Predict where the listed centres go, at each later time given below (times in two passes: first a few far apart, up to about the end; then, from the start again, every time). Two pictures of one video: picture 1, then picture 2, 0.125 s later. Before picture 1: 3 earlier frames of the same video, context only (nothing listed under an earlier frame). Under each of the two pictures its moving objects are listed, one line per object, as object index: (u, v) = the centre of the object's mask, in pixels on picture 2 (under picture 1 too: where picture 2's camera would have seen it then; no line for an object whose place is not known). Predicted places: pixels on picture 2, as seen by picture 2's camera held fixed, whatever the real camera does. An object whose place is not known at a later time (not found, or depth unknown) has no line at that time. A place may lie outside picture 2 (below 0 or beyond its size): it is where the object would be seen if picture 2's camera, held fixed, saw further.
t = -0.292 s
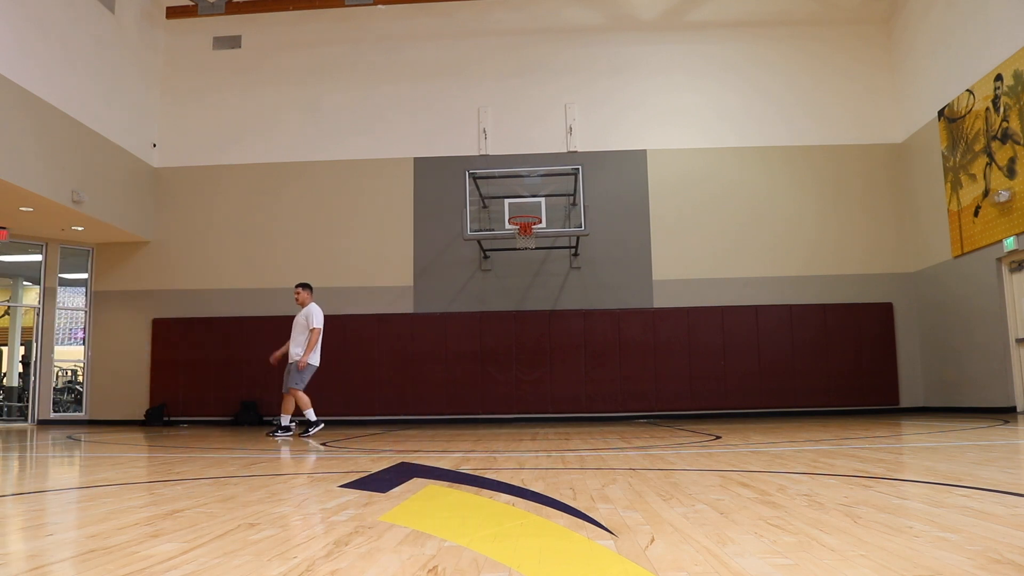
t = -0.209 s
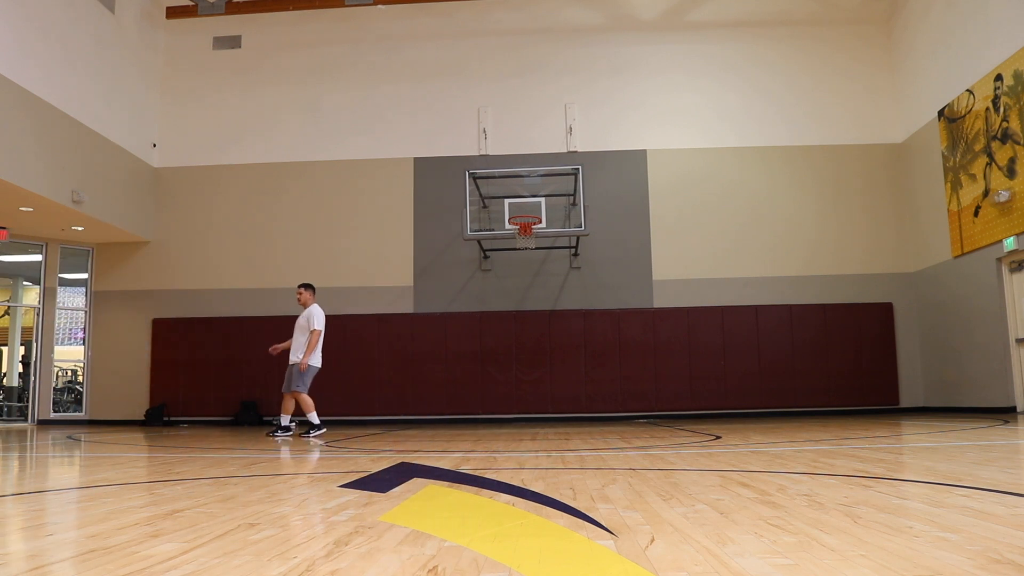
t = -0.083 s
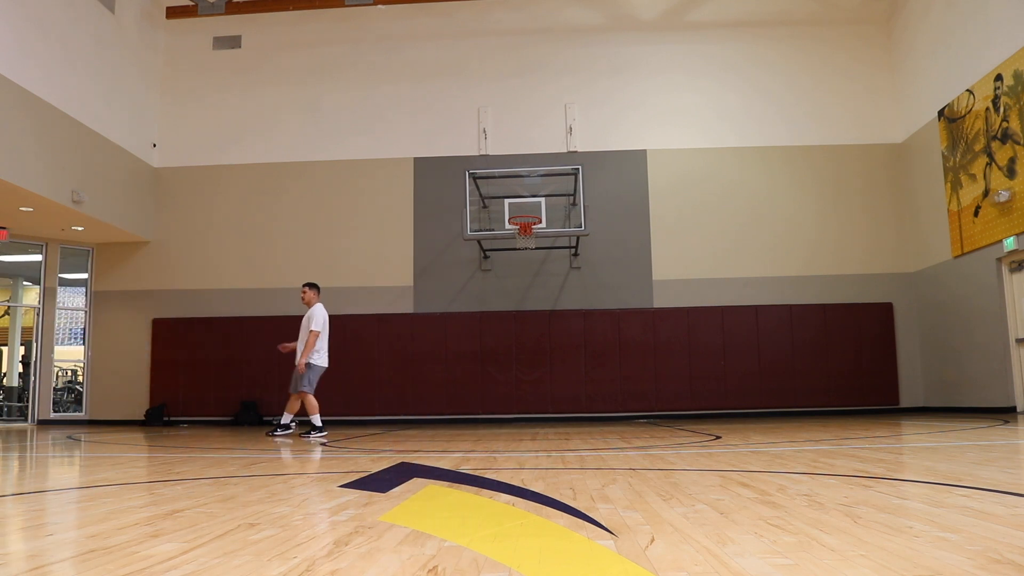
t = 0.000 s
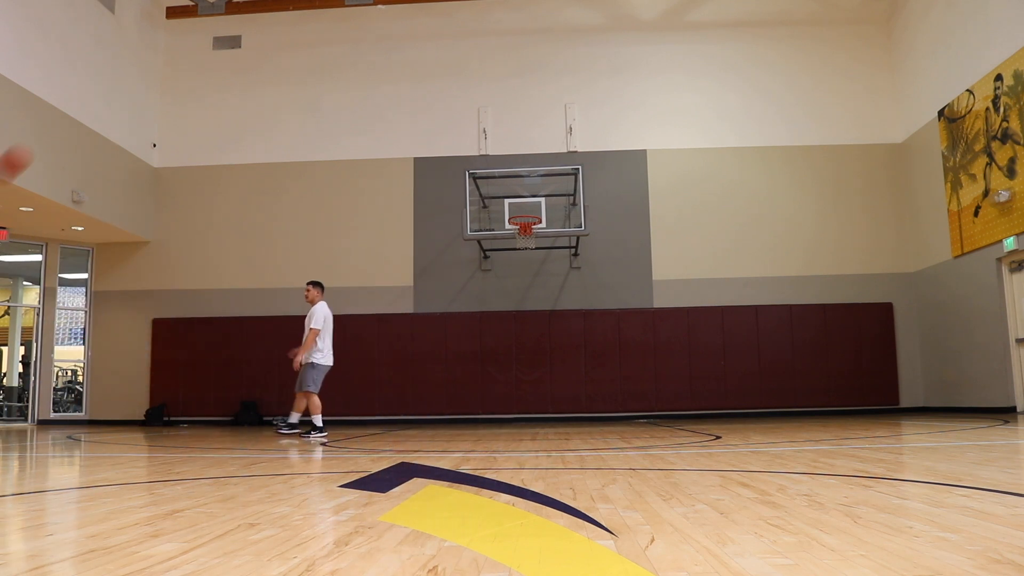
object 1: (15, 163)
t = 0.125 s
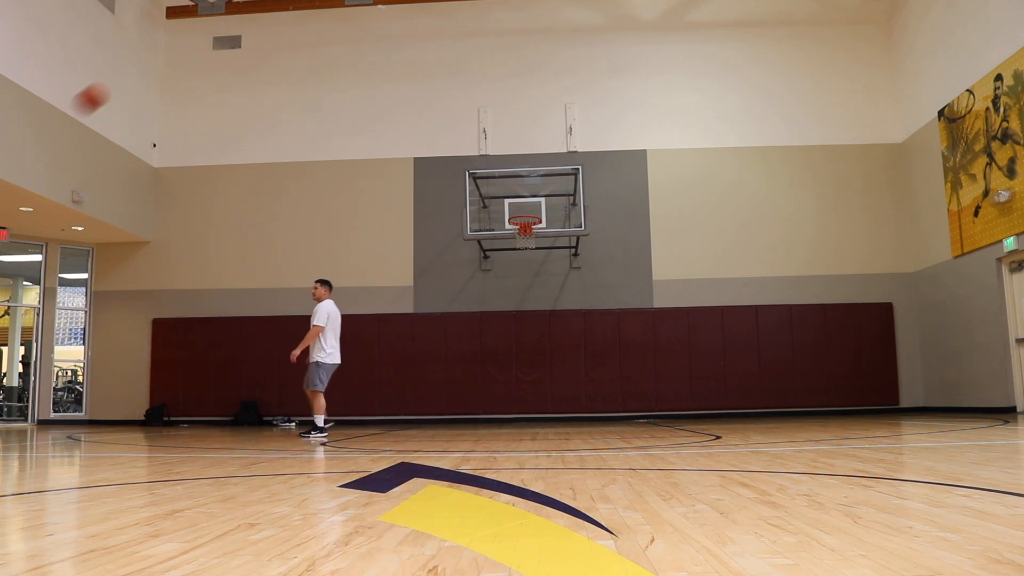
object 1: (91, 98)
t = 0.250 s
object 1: (159, 55)
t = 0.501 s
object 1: (270, 20)
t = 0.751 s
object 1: (356, 36)
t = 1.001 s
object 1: (428, 91)
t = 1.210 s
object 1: (480, 162)
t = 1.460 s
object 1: (478, 190)
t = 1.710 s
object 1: (420, 172)
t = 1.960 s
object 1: (361, 197)
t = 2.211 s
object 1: (300, 268)
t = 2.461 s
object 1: (238, 387)
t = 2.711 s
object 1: (196, 355)
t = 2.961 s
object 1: (161, 298)
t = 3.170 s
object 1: (131, 287)
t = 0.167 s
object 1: (115, 82)
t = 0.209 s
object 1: (137, 68)
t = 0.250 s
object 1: (159, 55)
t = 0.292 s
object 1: (180, 45)
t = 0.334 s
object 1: (199, 37)
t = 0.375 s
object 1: (217, 30)
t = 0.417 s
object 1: (236, 25)
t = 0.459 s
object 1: (253, 22)
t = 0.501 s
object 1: (270, 20)
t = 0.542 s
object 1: (285, 20)
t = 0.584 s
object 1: (301, 21)
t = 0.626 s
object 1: (316, 23)
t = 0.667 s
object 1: (329, 26)
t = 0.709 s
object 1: (343, 31)
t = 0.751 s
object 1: (356, 36)
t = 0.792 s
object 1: (370, 43)
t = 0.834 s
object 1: (382, 51)
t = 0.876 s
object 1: (394, 60)
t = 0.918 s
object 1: (406, 69)
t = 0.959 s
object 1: (417, 80)
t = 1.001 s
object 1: (428, 91)
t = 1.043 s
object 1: (439, 104)
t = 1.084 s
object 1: (450, 117)
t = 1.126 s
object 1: (460, 131)
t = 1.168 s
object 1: (470, 146)
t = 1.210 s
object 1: (480, 162)
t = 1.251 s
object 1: (490, 180)
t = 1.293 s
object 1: (499, 196)
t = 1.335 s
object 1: (506, 211)
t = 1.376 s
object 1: (497, 205)
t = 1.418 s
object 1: (487, 197)
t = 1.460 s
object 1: (478, 190)
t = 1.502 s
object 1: (468, 184)
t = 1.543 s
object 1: (458, 179)
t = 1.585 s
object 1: (449, 176)
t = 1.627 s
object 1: (439, 174)
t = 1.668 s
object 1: (430, 172)
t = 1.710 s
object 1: (420, 172)
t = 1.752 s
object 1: (411, 173)
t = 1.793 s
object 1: (400, 176)
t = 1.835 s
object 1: (391, 179)
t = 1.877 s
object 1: (381, 184)
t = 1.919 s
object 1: (371, 190)
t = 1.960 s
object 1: (361, 197)
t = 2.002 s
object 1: (351, 206)
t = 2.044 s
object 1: (341, 216)
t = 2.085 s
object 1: (331, 227)
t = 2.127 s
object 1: (320, 239)
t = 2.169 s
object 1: (310, 253)
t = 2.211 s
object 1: (300, 268)
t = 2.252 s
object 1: (290, 284)
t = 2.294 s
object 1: (279, 302)
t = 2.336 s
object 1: (269, 321)
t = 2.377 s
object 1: (259, 341)
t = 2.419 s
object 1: (248, 364)
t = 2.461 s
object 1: (238, 387)
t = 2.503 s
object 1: (228, 410)
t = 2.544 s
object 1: (219, 416)
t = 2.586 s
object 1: (213, 400)
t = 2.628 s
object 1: (207, 384)
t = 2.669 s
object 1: (202, 369)
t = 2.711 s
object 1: (196, 355)
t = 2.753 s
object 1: (190, 341)
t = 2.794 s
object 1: (184, 330)
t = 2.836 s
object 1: (179, 321)
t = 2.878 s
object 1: (173, 312)
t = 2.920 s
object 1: (167, 304)
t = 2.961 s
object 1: (161, 298)
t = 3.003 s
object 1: (155, 294)
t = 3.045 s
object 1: (149, 290)
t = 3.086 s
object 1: (143, 288)
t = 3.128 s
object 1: (137, 287)
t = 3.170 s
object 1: (131, 287)
